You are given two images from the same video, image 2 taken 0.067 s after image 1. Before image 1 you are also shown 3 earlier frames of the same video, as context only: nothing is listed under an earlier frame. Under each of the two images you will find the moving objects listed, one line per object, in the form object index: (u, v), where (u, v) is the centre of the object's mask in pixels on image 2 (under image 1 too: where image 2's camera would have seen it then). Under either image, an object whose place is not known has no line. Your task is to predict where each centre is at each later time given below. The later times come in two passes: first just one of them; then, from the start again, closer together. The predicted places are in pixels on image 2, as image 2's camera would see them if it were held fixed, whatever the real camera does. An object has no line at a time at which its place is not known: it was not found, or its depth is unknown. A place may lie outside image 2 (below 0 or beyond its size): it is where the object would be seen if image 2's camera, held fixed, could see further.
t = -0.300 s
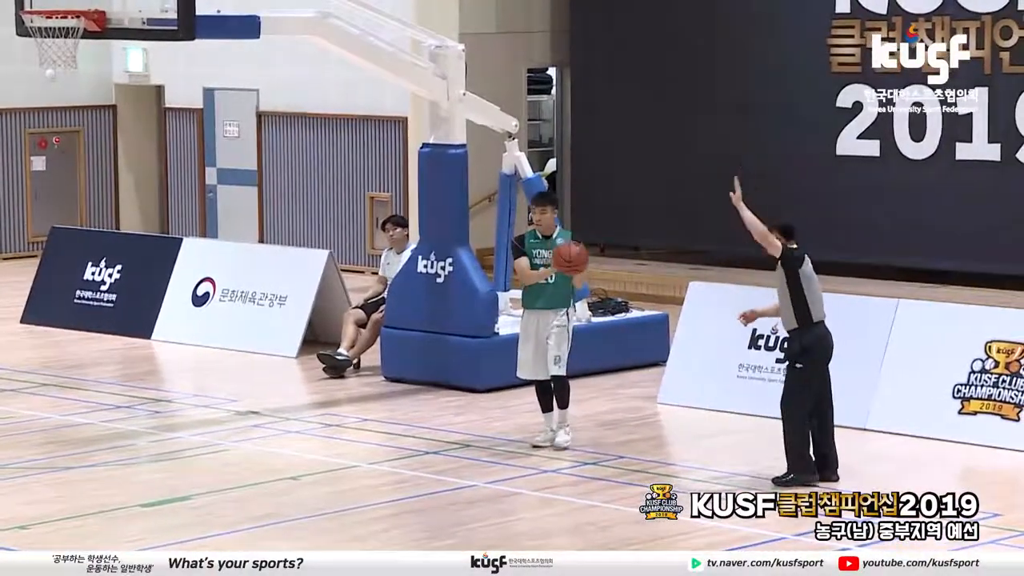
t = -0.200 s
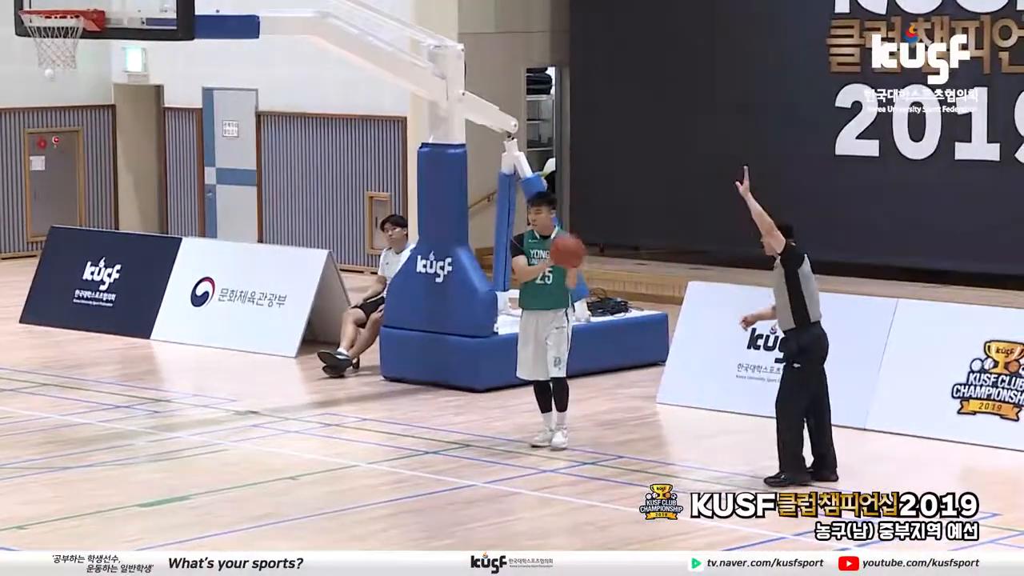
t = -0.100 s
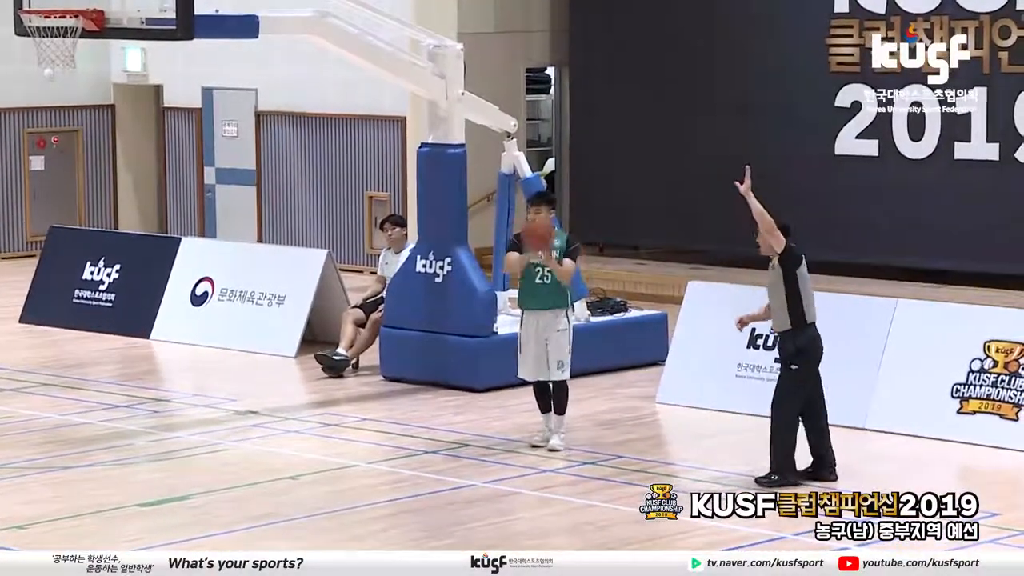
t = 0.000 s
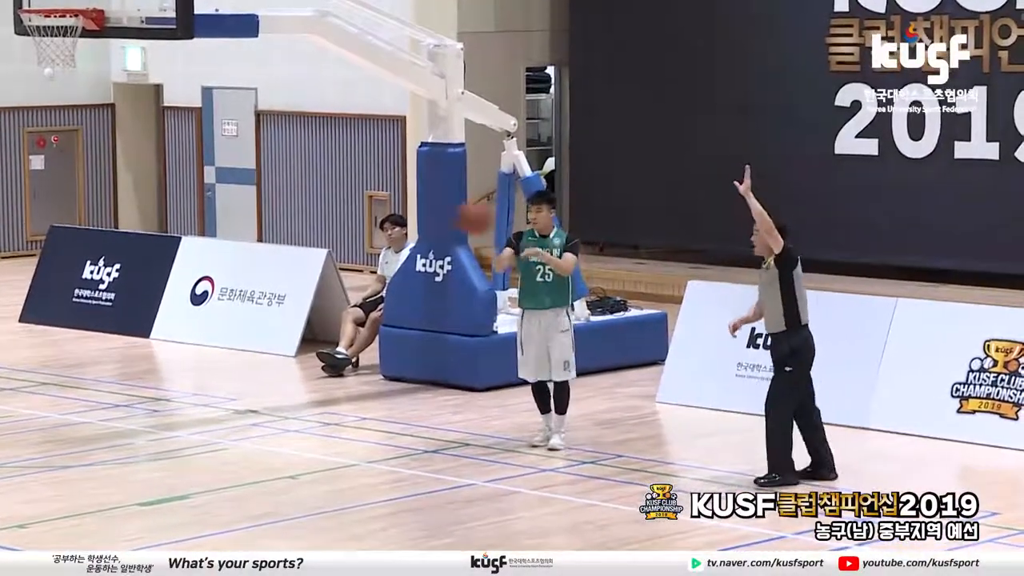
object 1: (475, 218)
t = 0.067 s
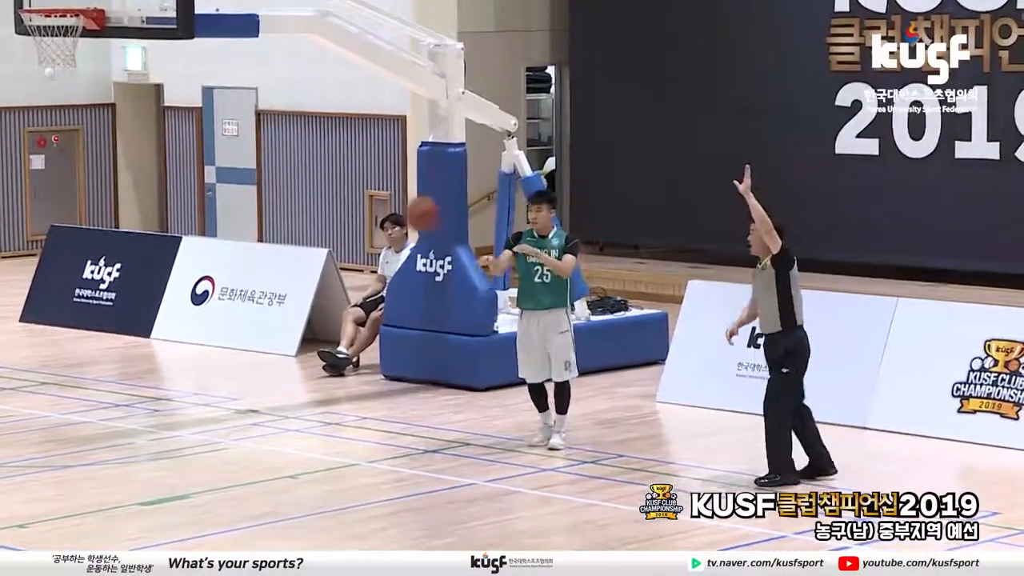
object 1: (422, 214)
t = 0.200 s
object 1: (310, 228)
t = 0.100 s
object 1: (393, 217)
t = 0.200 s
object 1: (310, 228)
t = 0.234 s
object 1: (282, 235)
